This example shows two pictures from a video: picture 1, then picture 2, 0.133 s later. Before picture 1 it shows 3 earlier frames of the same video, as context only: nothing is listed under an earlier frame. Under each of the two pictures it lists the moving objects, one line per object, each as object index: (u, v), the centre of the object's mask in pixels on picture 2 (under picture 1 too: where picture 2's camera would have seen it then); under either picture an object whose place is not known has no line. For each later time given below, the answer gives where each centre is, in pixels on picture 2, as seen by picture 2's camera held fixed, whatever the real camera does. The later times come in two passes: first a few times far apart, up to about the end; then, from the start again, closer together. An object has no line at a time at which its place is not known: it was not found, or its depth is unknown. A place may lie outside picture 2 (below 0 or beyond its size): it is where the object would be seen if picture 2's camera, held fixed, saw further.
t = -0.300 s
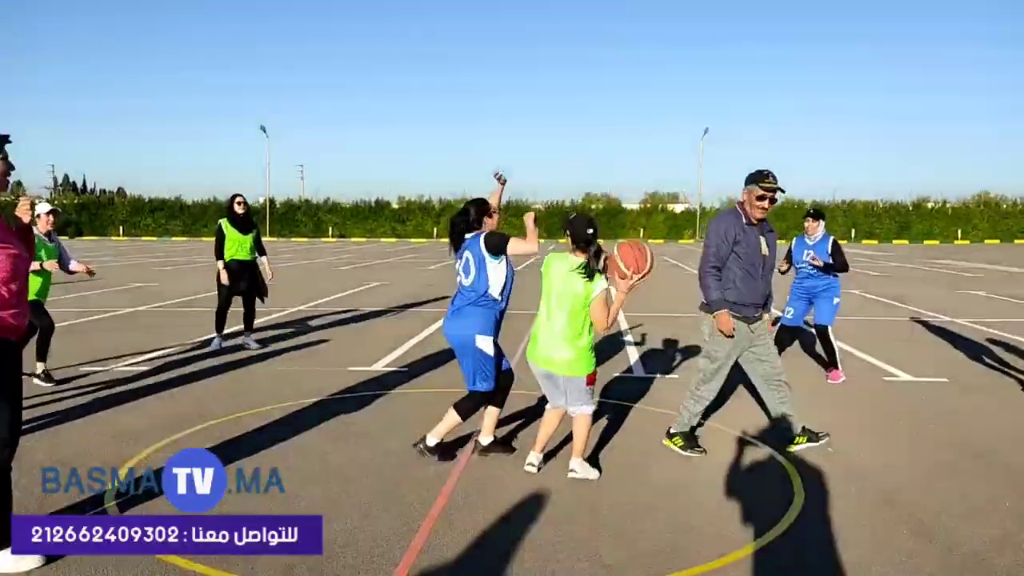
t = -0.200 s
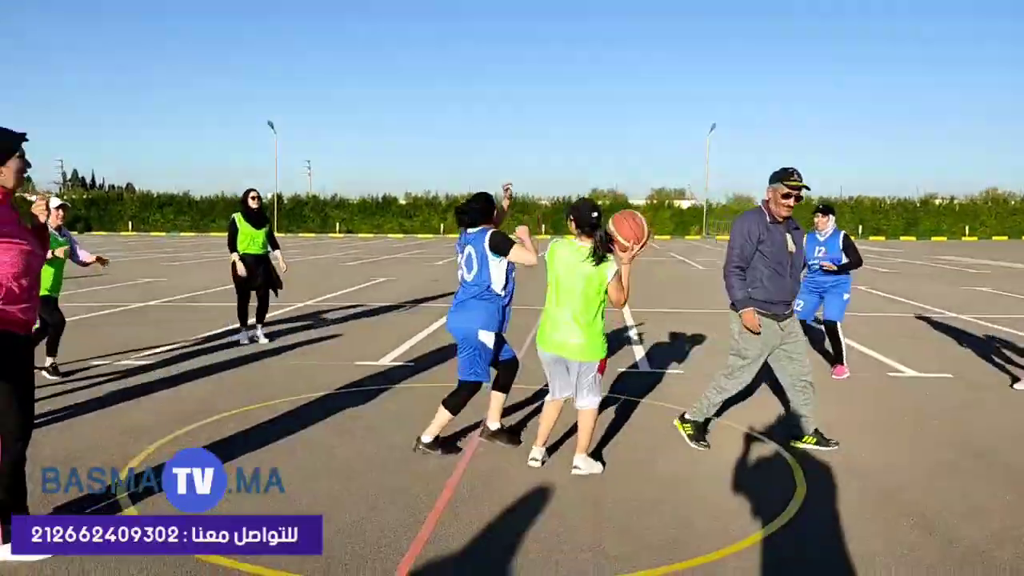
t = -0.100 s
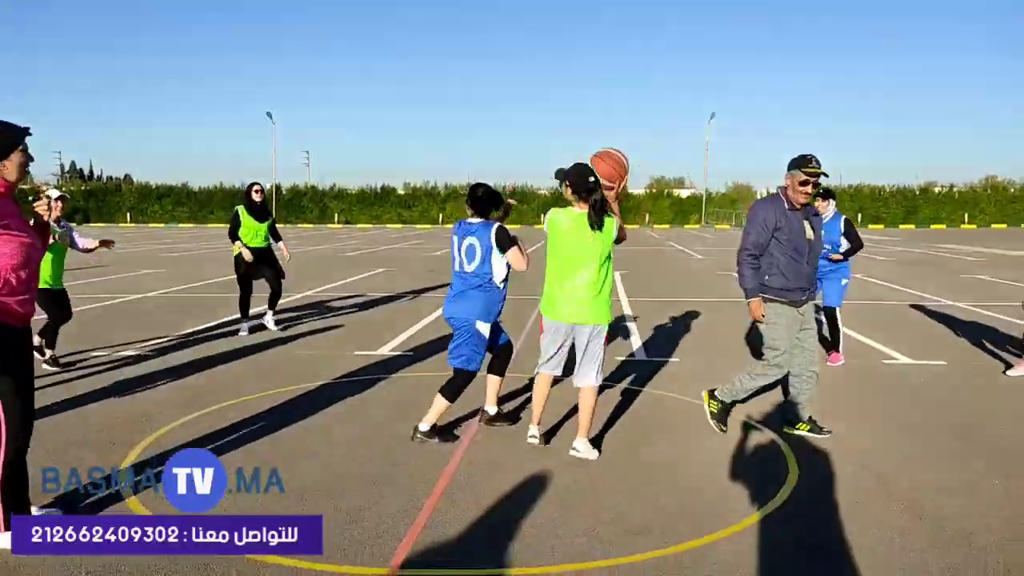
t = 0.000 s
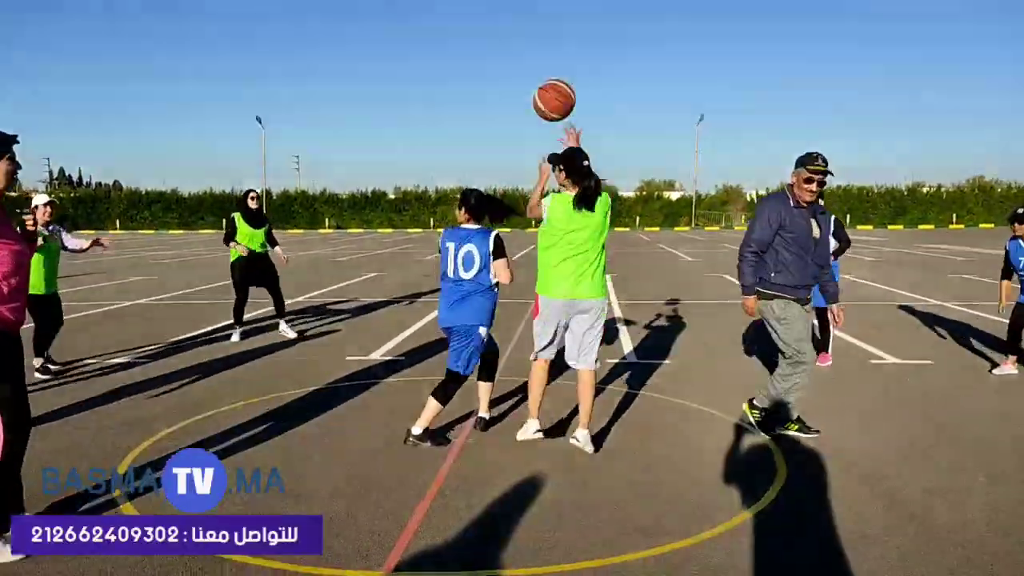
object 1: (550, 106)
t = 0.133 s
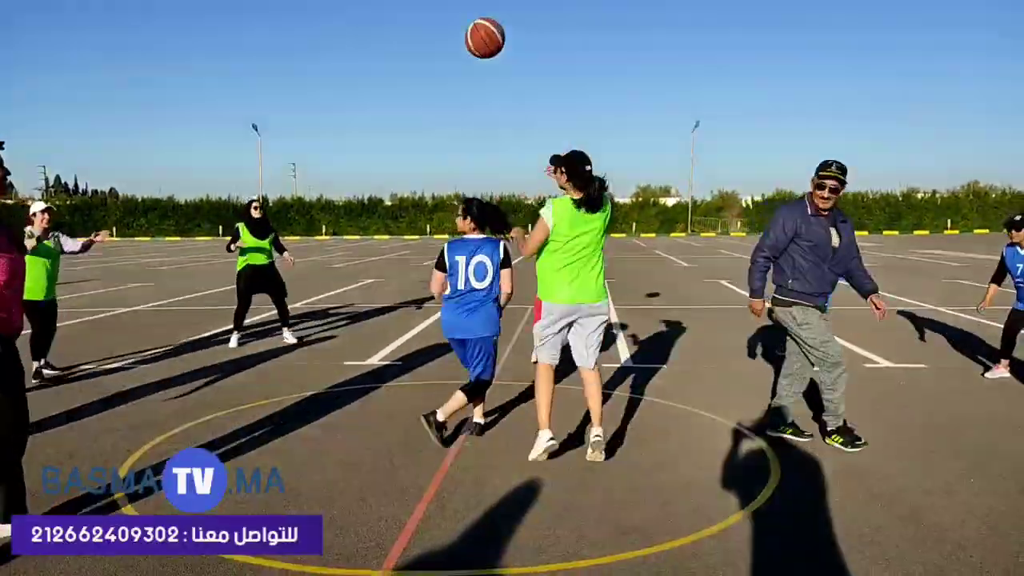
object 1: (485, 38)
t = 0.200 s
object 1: (455, 17)
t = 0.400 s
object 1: (374, 1)
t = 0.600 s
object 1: (307, 31)
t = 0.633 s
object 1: (297, 41)
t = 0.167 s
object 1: (470, 26)
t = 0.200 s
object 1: (455, 17)
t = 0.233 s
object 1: (441, 13)
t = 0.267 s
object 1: (427, 9)
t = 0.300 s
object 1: (414, 6)
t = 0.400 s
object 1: (374, 1)
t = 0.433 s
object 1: (362, 3)
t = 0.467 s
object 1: (350, 4)
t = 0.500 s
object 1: (338, 6)
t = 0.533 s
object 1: (328, 11)
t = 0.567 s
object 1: (317, 21)
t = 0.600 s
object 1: (307, 31)
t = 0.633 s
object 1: (297, 41)
